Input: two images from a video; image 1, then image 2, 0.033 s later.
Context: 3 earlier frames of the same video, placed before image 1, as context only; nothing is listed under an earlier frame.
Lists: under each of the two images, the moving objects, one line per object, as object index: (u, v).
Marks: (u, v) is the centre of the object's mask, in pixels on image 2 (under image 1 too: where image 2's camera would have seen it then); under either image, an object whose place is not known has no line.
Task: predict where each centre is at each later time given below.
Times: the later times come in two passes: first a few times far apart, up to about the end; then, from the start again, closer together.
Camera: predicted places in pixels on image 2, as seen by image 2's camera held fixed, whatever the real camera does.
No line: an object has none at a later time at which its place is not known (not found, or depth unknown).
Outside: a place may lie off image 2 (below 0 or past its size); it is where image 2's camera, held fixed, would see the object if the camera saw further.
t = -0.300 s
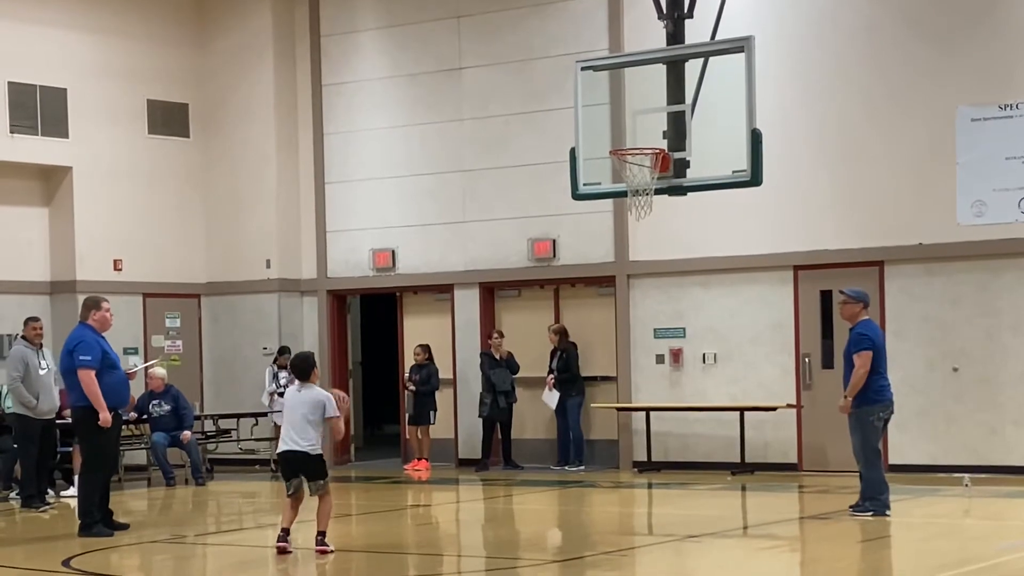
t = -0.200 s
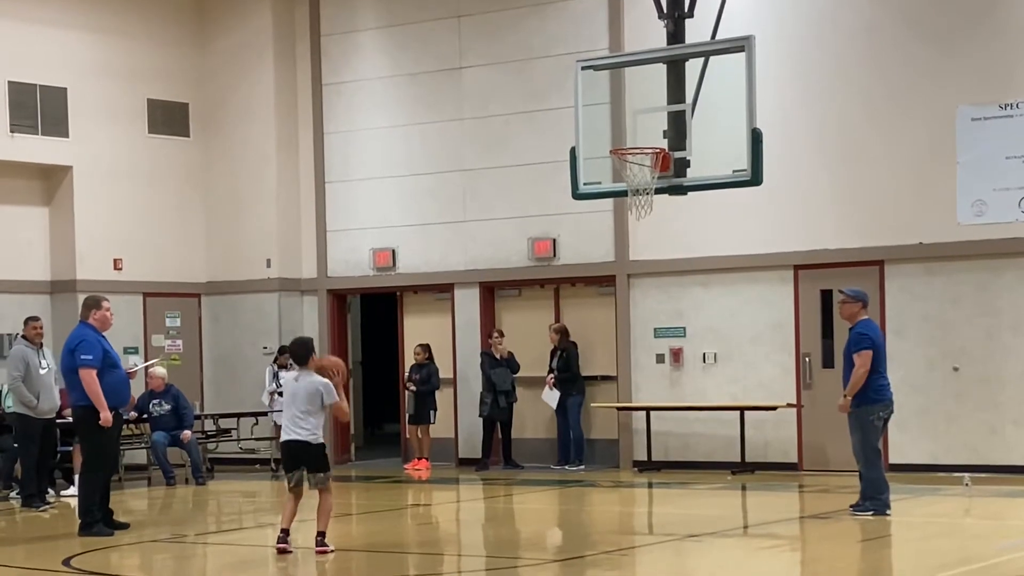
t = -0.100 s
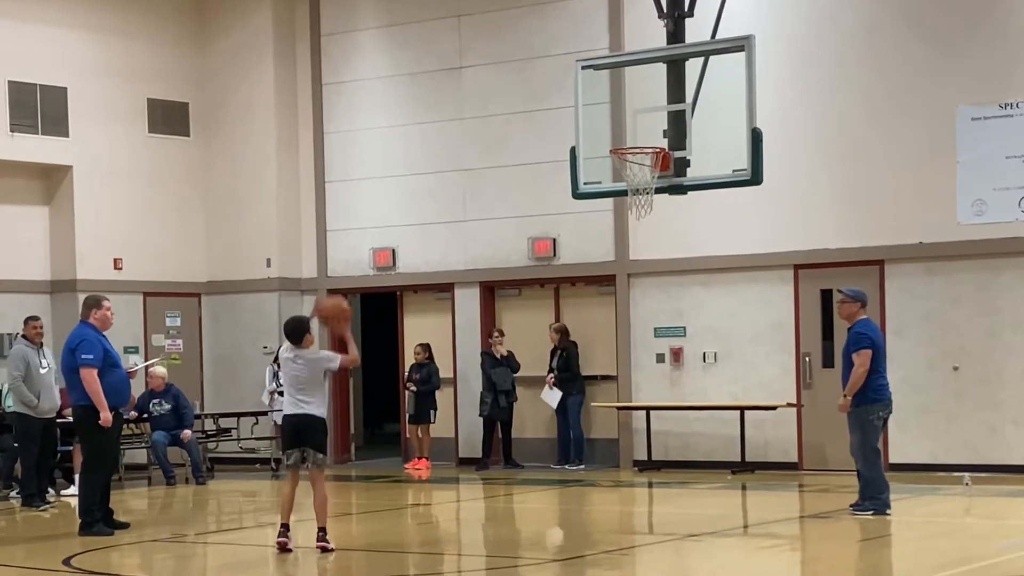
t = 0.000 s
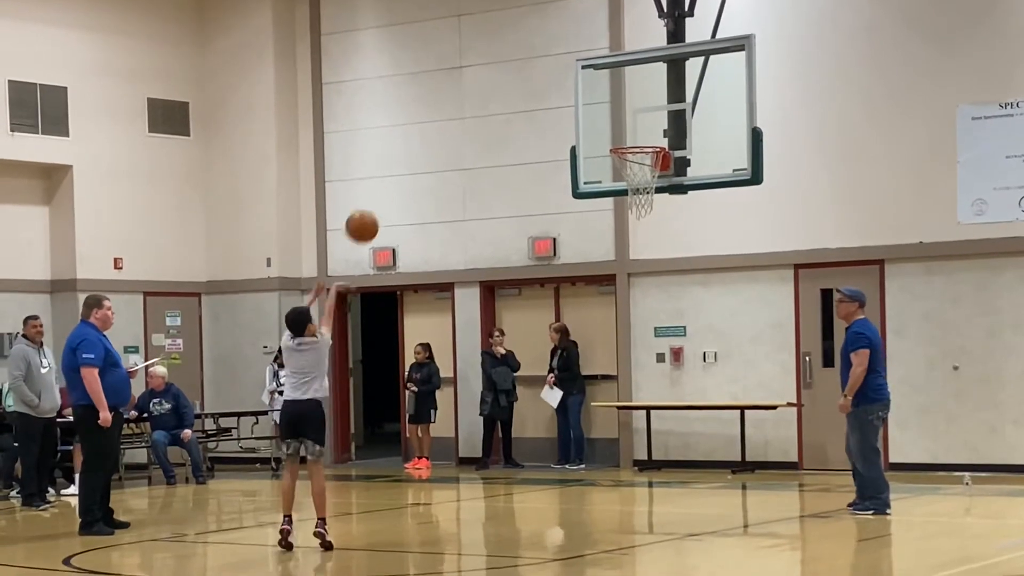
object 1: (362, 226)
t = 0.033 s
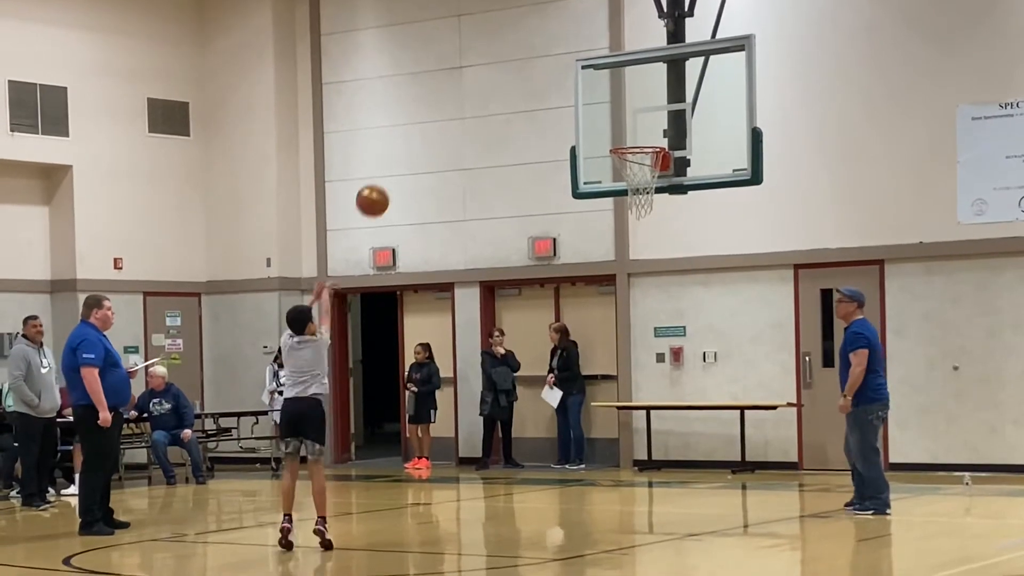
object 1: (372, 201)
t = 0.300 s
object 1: (453, 56)
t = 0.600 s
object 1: (536, 15)
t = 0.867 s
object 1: (604, 71)
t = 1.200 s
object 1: (654, 203)
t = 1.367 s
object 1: (639, 272)
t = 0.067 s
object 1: (383, 176)
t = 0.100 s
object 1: (393, 154)
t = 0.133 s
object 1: (404, 133)
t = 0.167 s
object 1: (414, 114)
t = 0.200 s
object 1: (424, 98)
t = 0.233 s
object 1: (434, 82)
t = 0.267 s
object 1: (444, 68)
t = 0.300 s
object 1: (453, 56)
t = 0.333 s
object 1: (463, 45)
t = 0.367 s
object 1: (473, 36)
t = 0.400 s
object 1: (482, 29)
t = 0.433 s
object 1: (491, 23)
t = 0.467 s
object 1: (500, 18)
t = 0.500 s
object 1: (510, 16)
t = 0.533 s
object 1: (519, 15)
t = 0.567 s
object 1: (527, 15)
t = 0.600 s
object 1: (536, 15)
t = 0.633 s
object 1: (545, 18)
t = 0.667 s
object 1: (554, 22)
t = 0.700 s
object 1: (562, 27)
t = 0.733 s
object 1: (571, 34)
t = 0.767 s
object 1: (579, 41)
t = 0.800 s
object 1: (587, 50)
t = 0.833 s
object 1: (595, 60)
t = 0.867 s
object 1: (604, 71)
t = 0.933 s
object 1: (620, 97)
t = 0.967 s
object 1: (628, 112)
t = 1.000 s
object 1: (636, 127)
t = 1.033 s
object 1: (643, 143)
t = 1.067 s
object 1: (649, 161)
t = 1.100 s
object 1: (653, 179)
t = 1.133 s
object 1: (659, 185)
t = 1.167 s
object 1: (658, 194)
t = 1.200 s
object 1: (654, 203)
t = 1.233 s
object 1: (651, 214)
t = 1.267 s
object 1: (647, 227)
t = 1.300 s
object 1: (644, 240)
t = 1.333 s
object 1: (641, 256)
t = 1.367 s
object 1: (639, 272)
